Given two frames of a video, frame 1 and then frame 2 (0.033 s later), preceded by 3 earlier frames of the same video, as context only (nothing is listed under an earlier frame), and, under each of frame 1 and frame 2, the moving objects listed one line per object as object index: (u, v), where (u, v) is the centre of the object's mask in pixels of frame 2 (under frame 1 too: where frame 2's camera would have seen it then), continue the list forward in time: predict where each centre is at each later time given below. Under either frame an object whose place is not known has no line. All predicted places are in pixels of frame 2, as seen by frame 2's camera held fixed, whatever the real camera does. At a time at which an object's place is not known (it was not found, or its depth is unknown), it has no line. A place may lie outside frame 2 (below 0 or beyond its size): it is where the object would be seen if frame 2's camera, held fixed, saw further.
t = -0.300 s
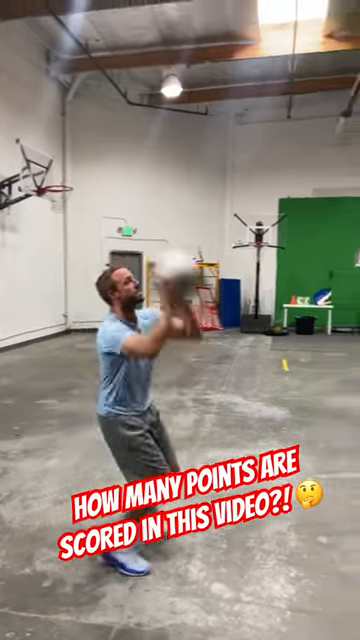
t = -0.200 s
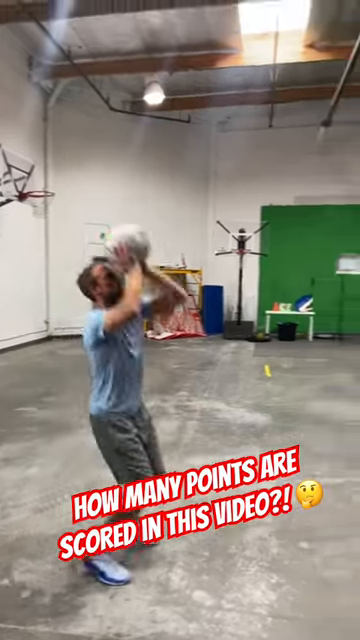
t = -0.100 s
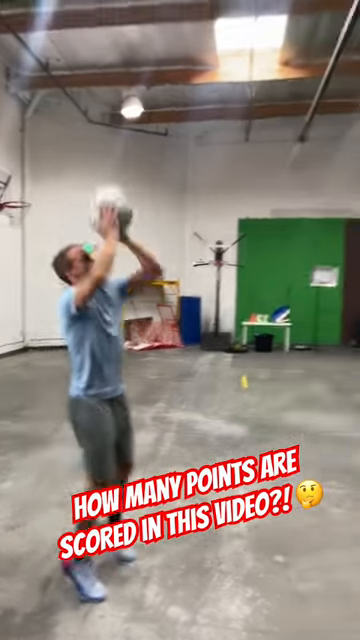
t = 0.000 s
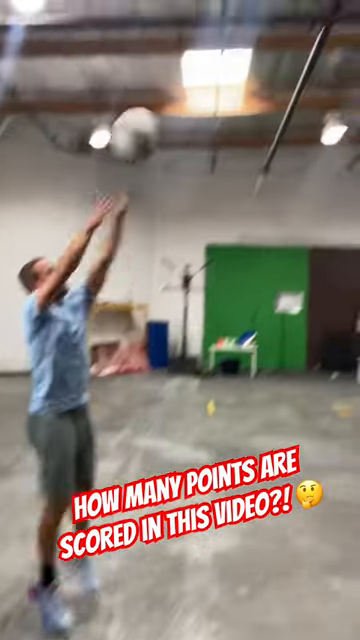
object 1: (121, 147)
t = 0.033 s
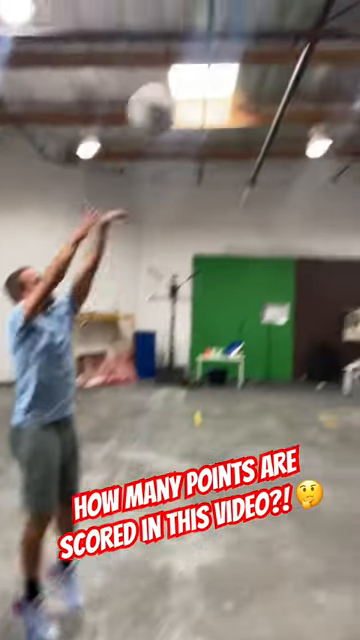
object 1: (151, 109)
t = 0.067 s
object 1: (180, 74)
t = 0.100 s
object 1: (209, 42)
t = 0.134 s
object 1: (236, 13)
